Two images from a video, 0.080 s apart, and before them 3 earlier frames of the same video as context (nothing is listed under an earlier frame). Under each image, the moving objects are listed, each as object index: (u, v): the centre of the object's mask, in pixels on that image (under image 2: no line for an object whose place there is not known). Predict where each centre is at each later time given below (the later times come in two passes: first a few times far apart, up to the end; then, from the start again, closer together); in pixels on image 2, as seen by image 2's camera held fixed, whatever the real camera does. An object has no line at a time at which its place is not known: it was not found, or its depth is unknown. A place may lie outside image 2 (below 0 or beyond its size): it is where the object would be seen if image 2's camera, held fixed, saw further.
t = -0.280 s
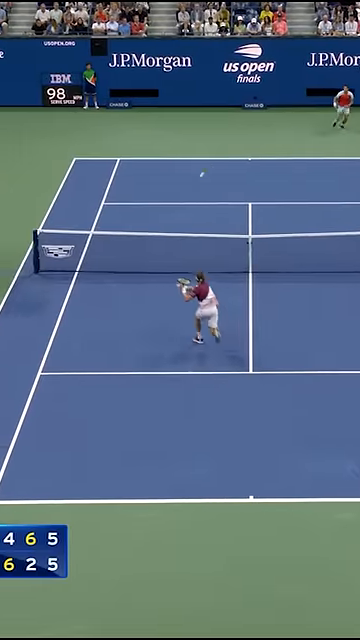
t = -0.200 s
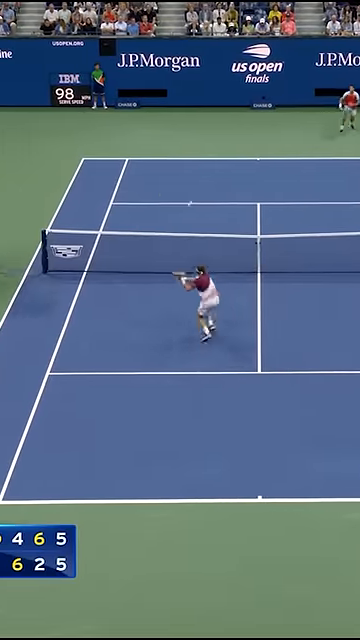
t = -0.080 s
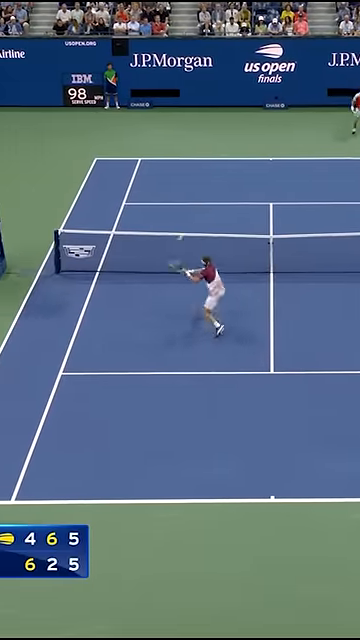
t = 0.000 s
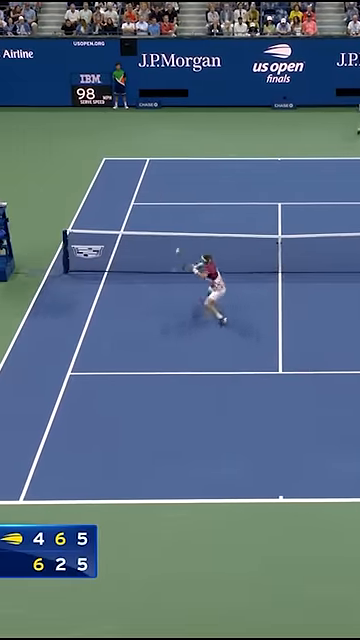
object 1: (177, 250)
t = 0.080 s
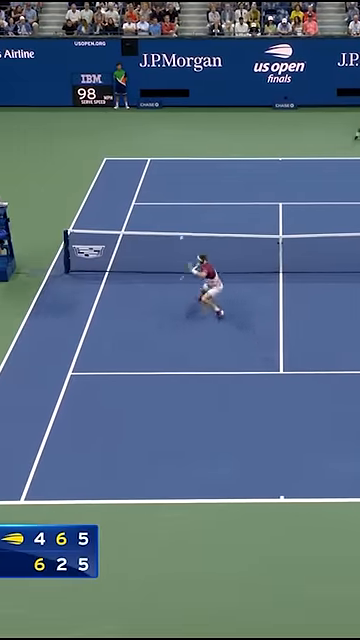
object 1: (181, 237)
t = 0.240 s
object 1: (183, 205)
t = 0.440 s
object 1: (182, 180)
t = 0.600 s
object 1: (184, 173)
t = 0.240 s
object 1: (183, 205)
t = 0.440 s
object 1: (182, 180)
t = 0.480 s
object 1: (183, 177)
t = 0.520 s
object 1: (183, 175)
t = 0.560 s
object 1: (184, 174)
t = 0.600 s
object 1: (184, 173)
